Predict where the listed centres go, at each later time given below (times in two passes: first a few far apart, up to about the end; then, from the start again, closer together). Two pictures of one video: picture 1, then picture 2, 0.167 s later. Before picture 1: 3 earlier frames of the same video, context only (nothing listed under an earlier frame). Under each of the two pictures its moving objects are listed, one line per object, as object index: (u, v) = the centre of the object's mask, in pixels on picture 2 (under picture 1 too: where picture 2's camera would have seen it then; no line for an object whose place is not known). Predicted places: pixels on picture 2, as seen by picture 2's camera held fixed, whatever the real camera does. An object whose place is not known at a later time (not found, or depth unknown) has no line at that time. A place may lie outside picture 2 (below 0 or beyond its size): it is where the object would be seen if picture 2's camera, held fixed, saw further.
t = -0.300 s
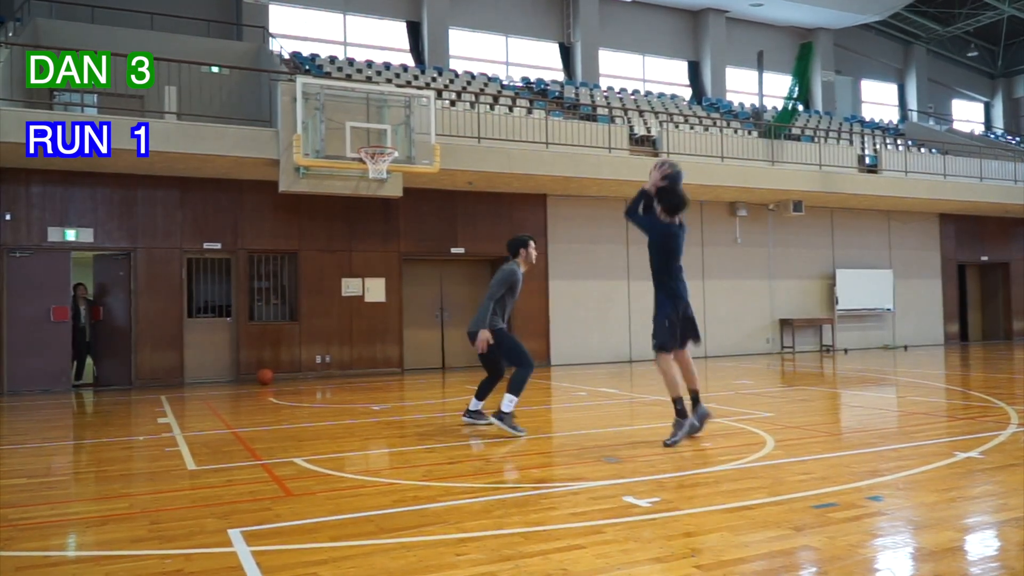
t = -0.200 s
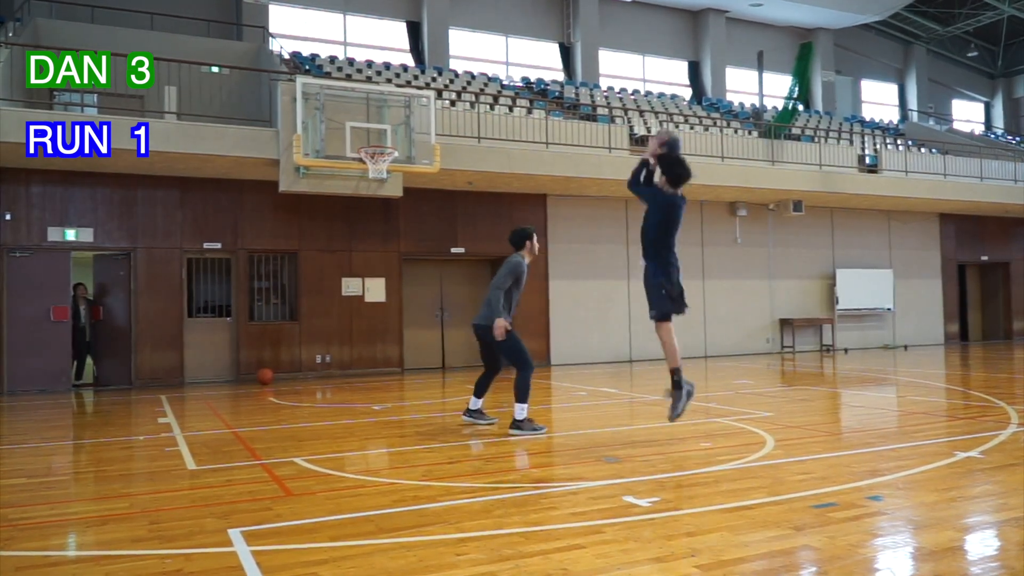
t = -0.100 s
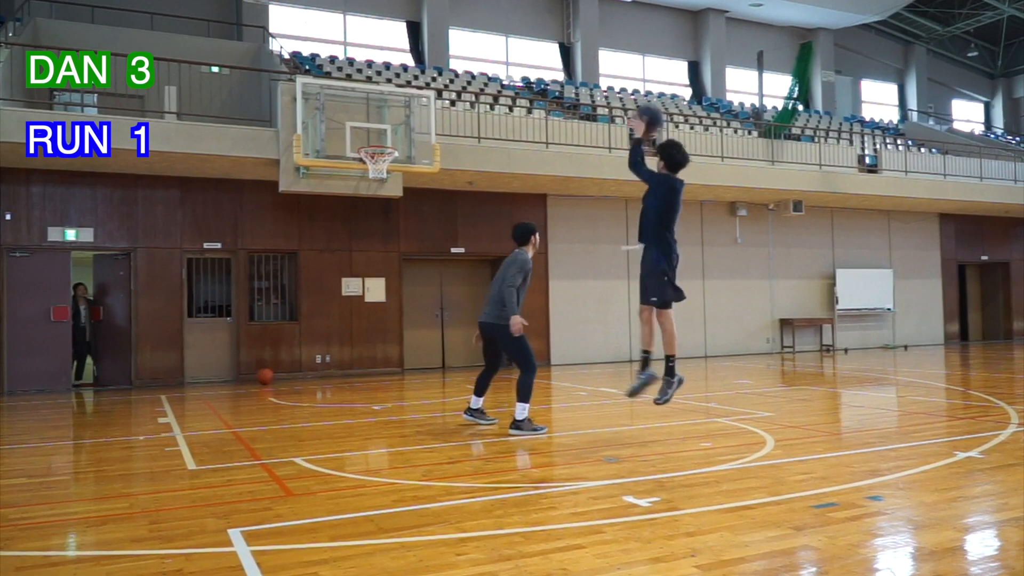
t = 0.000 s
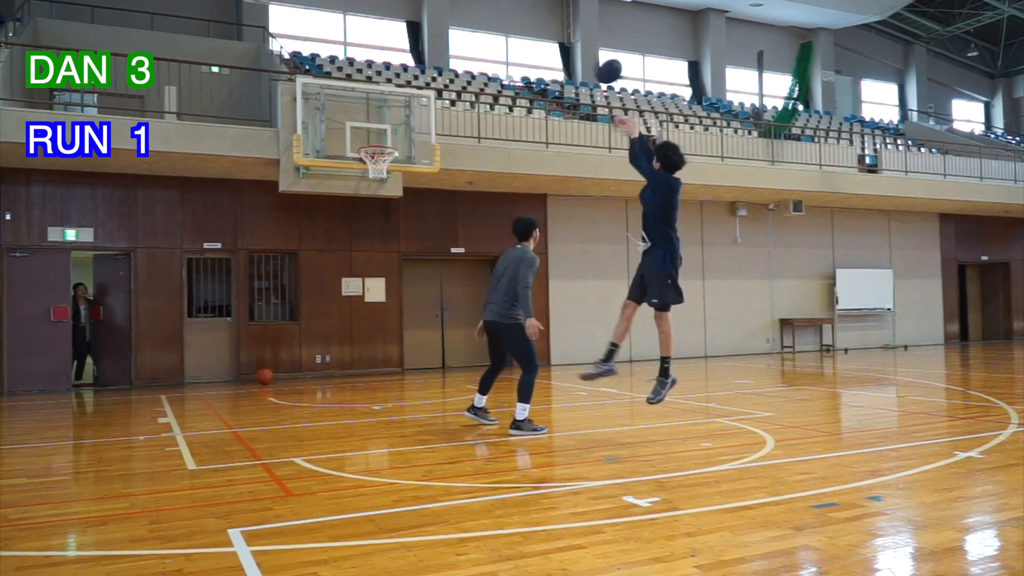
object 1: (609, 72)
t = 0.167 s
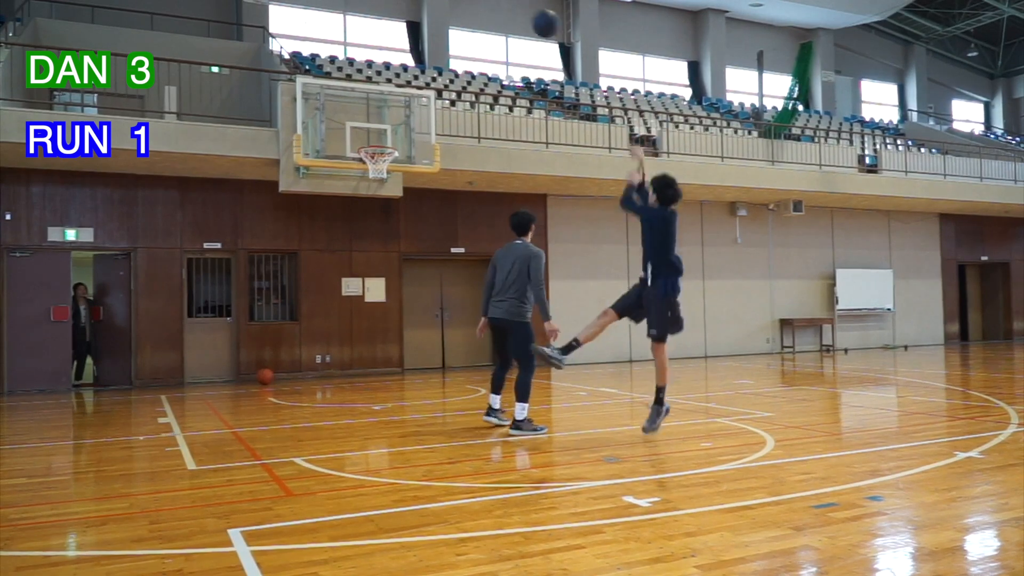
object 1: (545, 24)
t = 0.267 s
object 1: (512, 12)
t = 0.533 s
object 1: (442, 31)
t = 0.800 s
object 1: (390, 102)
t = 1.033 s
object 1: (380, 173)
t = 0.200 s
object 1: (534, 18)
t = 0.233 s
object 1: (523, 15)
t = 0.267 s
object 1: (512, 12)
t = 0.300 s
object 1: (503, 12)
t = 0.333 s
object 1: (493, 11)
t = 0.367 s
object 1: (484, 12)
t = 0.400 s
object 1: (475, 14)
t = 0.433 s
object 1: (466, 17)
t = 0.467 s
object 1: (458, 20)
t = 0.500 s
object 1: (450, 25)
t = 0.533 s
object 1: (442, 31)
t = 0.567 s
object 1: (436, 37)
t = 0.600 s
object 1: (428, 44)
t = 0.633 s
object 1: (421, 53)
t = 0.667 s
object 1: (416, 60)
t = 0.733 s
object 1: (402, 80)
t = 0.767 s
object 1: (396, 91)
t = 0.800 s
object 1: (390, 102)
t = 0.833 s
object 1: (384, 113)
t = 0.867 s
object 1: (379, 125)
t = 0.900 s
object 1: (374, 137)
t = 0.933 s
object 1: (364, 151)
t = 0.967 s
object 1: (369, 161)
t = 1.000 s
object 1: (375, 171)
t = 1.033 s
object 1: (380, 173)
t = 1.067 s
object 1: (384, 179)
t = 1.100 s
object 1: (389, 185)
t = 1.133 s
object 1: (394, 193)
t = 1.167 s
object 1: (400, 201)
